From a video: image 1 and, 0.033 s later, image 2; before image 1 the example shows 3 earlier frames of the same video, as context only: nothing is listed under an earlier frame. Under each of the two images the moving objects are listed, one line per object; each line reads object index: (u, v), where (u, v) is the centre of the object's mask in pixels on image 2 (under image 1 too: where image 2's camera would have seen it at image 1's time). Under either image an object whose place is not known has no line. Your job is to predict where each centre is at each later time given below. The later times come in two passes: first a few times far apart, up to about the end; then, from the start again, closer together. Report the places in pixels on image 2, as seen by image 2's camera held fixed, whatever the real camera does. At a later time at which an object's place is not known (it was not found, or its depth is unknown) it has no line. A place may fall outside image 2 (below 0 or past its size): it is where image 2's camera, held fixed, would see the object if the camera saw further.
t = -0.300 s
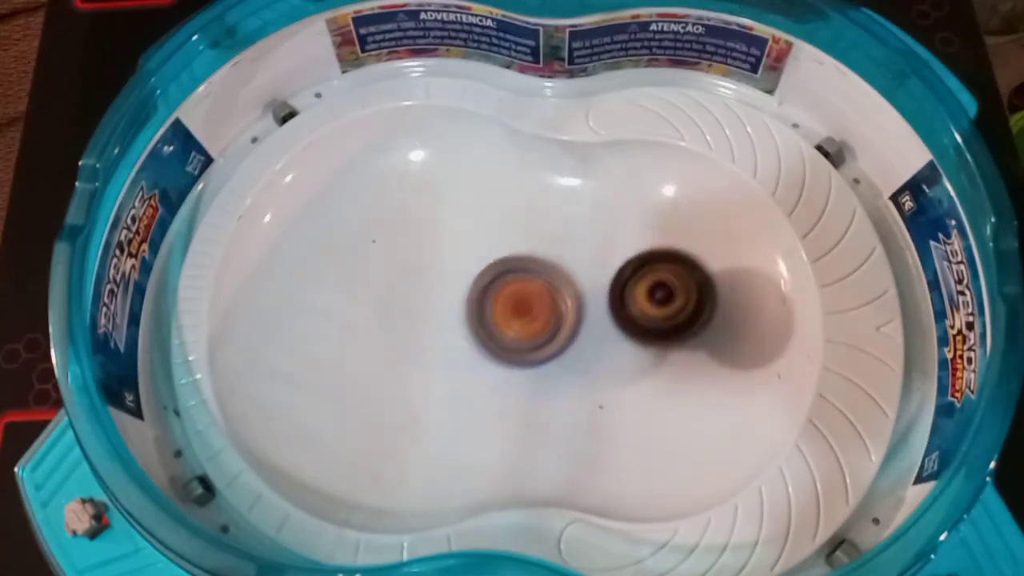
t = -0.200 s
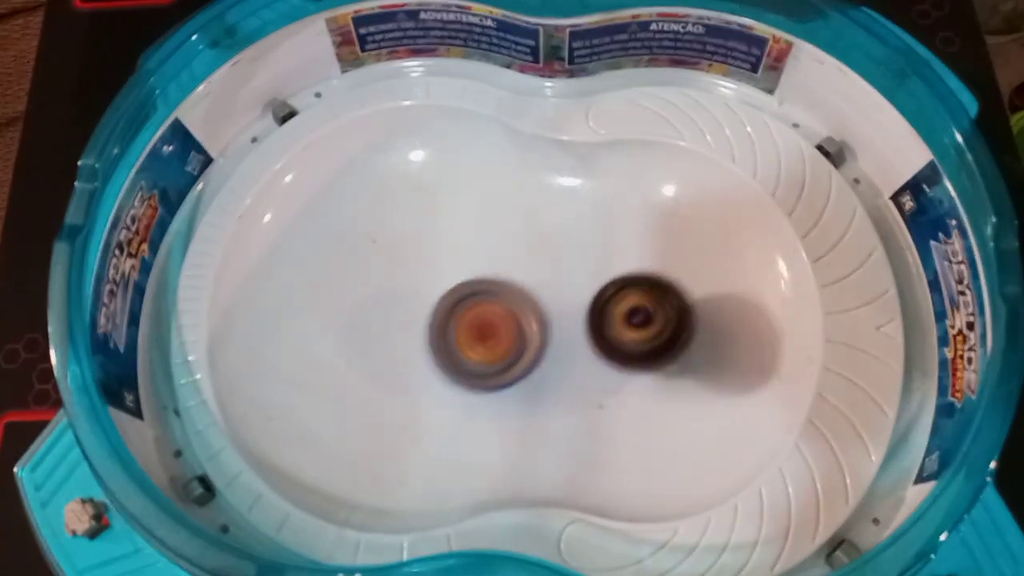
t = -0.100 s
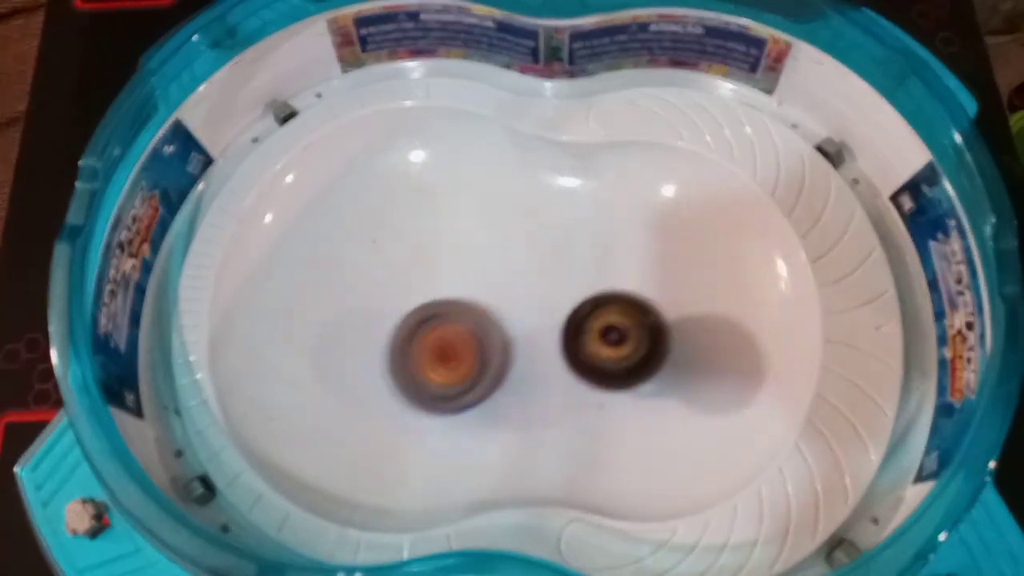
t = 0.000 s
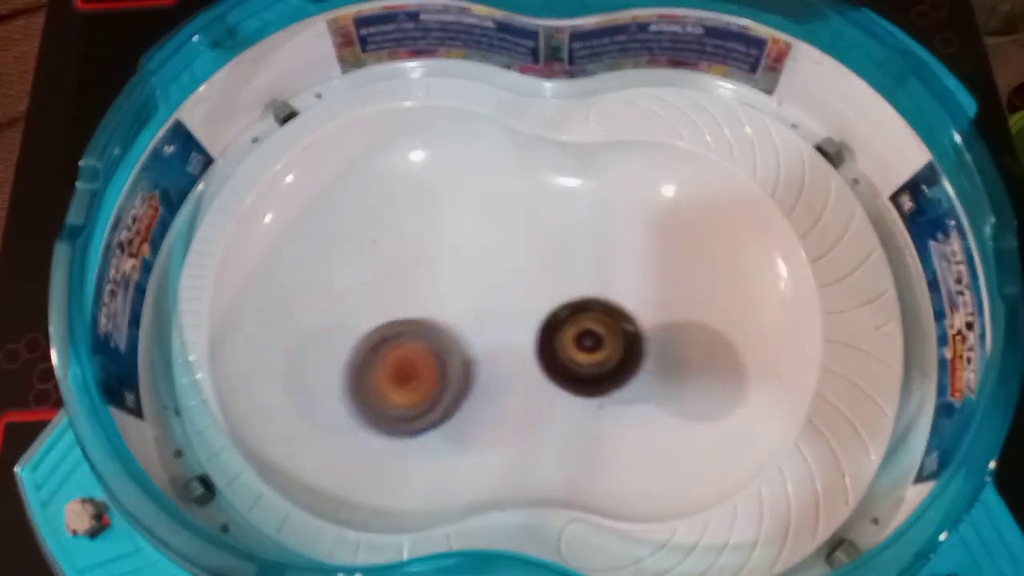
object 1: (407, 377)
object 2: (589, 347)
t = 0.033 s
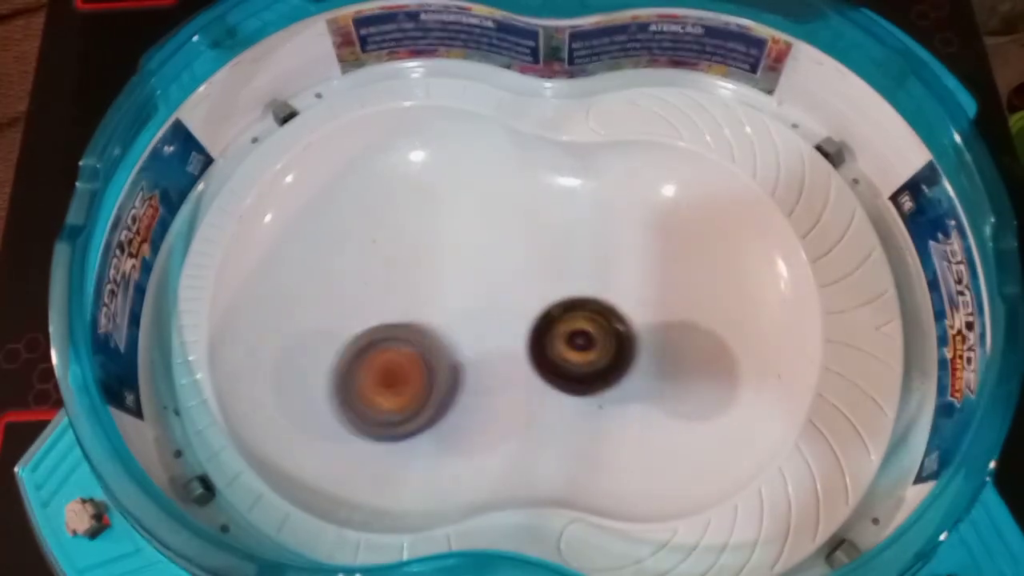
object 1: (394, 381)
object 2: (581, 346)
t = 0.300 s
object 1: (324, 337)
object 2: (500, 286)
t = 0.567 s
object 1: (388, 284)
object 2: (403, 163)
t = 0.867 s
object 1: (478, 311)
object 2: (374, 218)
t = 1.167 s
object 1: (572, 319)
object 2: (437, 315)
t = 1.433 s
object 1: (646, 290)
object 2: (433, 366)
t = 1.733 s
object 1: (690, 302)
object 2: (388, 319)
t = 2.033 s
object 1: (621, 307)
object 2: (391, 258)
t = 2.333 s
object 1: (522, 319)
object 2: (436, 247)
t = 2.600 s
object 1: (454, 367)
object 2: (401, 256)
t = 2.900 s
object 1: (373, 393)
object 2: (351, 276)
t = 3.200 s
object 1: (382, 364)
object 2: (370, 260)
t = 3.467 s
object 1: (431, 338)
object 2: (451, 231)
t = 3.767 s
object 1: (433, 338)
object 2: (487, 227)
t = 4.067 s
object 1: (381, 348)
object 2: (470, 272)
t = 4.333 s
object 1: (345, 337)
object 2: (461, 284)
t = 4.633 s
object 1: (350, 315)
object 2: (463, 276)
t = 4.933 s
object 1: (372, 295)
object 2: (500, 297)
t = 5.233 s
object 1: (415, 278)
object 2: (501, 338)
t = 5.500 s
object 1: (424, 267)
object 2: (504, 344)
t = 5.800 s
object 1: (398, 275)
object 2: (515, 317)
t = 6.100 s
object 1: (394, 304)
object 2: (529, 300)
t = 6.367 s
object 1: (417, 325)
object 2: (525, 283)
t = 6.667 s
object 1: (409, 329)
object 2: (530, 279)
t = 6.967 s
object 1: (385, 304)
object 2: (510, 302)
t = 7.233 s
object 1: (368, 282)
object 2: (481, 293)
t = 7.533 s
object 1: (378, 279)
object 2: (493, 293)
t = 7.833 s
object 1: (395, 285)
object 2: (509, 324)
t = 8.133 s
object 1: (416, 284)
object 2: (512, 337)
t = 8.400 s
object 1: (414, 290)
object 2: (526, 325)
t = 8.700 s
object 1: (409, 292)
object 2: (533, 295)
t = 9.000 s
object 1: (418, 298)
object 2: (530, 278)
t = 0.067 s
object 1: (382, 382)
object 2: (573, 343)
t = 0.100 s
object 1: (369, 382)
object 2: (565, 339)
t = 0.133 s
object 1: (357, 380)
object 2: (556, 334)
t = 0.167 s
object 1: (346, 375)
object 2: (545, 327)
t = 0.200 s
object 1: (337, 369)
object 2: (535, 318)
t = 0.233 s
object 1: (329, 360)
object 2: (524, 308)
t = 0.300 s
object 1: (324, 337)
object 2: (500, 286)
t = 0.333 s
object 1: (325, 326)
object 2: (487, 273)
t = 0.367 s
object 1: (330, 314)
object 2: (473, 260)
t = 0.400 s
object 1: (338, 304)
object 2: (458, 246)
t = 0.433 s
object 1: (347, 294)
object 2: (442, 231)
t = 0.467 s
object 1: (357, 288)
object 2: (427, 217)
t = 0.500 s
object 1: (367, 285)
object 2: (419, 201)
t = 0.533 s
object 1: (377, 285)
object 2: (412, 180)
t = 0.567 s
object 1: (388, 284)
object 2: (403, 163)
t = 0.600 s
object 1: (400, 285)
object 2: (394, 151)
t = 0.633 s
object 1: (410, 287)
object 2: (384, 143)
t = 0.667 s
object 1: (421, 290)
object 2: (370, 140)
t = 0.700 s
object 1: (432, 294)
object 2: (362, 146)
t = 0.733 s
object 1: (442, 298)
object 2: (356, 157)
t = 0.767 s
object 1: (451, 302)
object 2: (354, 172)
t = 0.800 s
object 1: (460, 306)
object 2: (356, 188)
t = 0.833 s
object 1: (469, 309)
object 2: (363, 204)
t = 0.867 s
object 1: (478, 311)
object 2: (374, 218)
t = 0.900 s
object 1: (487, 313)
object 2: (388, 233)
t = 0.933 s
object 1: (494, 313)
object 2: (400, 247)
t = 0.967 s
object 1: (507, 316)
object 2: (410, 258)
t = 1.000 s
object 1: (520, 319)
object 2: (418, 267)
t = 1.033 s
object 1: (532, 321)
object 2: (422, 276)
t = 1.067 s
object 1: (542, 322)
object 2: (427, 285)
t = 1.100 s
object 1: (553, 322)
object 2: (431, 295)
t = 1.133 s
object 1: (562, 321)
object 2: (434, 306)
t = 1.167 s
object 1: (572, 319)
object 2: (437, 315)
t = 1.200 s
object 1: (582, 317)
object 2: (439, 325)
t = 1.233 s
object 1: (591, 315)
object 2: (439, 335)
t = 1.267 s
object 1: (600, 311)
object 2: (438, 345)
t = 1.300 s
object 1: (610, 308)
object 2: (437, 353)
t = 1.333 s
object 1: (619, 303)
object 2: (437, 358)
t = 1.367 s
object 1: (628, 299)
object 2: (436, 363)
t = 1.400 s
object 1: (637, 294)
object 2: (434, 366)
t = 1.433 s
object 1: (646, 290)
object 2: (433, 366)
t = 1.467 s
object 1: (656, 285)
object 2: (430, 365)
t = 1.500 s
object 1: (665, 283)
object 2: (426, 362)
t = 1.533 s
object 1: (674, 282)
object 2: (420, 358)
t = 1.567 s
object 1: (682, 283)
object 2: (416, 353)
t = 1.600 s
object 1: (688, 285)
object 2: (409, 347)
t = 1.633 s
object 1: (692, 289)
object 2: (403, 340)
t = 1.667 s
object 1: (693, 293)
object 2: (398, 334)
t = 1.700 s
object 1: (692, 298)
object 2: (392, 327)
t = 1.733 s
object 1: (690, 302)
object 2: (388, 319)
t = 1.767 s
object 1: (686, 305)
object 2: (384, 312)
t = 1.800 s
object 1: (681, 307)
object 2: (382, 304)
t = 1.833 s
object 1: (675, 309)
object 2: (380, 296)
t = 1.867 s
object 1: (668, 311)
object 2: (380, 288)
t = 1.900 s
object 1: (660, 312)
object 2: (380, 281)
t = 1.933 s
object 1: (652, 312)
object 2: (382, 274)
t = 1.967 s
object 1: (642, 310)
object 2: (383, 268)
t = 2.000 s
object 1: (632, 308)
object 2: (386, 263)
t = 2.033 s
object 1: (621, 307)
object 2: (391, 258)
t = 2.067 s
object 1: (611, 306)
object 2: (397, 254)
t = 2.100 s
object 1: (601, 306)
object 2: (402, 251)
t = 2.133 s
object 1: (590, 306)
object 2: (409, 249)
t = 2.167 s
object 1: (579, 307)
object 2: (415, 246)
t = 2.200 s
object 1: (569, 309)
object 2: (420, 245)
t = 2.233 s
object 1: (557, 312)
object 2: (425, 245)
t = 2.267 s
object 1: (546, 314)
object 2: (430, 245)
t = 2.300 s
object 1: (534, 316)
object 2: (434, 246)
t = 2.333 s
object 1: (522, 319)
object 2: (436, 247)
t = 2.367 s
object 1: (515, 324)
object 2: (438, 245)
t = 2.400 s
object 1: (512, 332)
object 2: (431, 243)
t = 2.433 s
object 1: (505, 337)
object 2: (426, 243)
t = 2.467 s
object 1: (496, 344)
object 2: (423, 244)
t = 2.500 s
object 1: (486, 351)
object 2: (418, 246)
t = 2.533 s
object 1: (477, 356)
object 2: (412, 249)
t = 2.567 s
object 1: (466, 362)
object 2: (407, 252)
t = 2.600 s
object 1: (454, 367)
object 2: (401, 256)
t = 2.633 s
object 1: (443, 373)
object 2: (395, 260)
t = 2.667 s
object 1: (431, 378)
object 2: (390, 265)
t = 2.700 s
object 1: (420, 384)
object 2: (384, 270)
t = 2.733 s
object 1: (408, 389)
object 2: (378, 276)
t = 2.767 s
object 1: (398, 389)
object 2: (372, 281)
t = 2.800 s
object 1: (390, 390)
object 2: (368, 283)
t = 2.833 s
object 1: (385, 393)
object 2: (364, 279)
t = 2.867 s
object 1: (379, 394)
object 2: (356, 277)
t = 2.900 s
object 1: (373, 393)
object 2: (351, 276)
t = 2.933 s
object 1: (368, 392)
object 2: (347, 275)
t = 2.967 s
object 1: (366, 388)
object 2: (346, 275)
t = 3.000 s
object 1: (365, 384)
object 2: (346, 276)
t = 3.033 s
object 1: (367, 384)
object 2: (347, 271)
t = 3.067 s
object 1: (370, 383)
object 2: (350, 268)
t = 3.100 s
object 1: (371, 379)
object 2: (352, 266)
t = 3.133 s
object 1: (373, 375)
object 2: (357, 263)
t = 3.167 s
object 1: (376, 369)
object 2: (364, 261)
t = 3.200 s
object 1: (382, 364)
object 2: (370, 260)
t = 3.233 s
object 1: (389, 361)
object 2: (383, 255)
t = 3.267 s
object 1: (395, 357)
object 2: (392, 251)
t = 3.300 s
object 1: (401, 353)
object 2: (401, 247)
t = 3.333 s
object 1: (408, 349)
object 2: (411, 245)
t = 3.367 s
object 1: (414, 348)
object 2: (423, 240)
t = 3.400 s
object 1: (420, 345)
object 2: (432, 237)
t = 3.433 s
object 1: (426, 341)
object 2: (442, 234)
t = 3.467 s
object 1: (431, 338)
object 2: (451, 231)
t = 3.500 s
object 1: (435, 334)
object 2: (457, 229)
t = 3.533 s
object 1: (437, 332)
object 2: (466, 226)
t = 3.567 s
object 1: (441, 330)
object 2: (471, 225)
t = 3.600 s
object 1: (441, 329)
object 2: (475, 227)
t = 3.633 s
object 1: (441, 332)
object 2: (480, 224)
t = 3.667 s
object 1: (439, 337)
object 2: (485, 222)
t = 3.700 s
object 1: (439, 338)
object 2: (486, 222)
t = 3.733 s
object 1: (436, 338)
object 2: (487, 222)
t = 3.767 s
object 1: (433, 338)
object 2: (487, 227)
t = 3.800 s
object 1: (430, 338)
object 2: (485, 232)
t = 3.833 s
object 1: (424, 338)
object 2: (482, 239)
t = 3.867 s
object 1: (422, 339)
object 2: (480, 246)
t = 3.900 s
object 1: (416, 342)
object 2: (481, 251)
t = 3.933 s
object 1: (408, 345)
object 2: (478, 256)
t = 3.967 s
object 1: (401, 346)
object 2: (476, 261)
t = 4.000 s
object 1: (394, 347)
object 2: (474, 264)
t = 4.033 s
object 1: (386, 349)
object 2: (473, 267)
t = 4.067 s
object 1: (381, 348)
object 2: (470, 272)
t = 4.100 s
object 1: (375, 347)
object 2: (467, 274)
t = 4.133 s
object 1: (367, 346)
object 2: (464, 278)
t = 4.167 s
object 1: (365, 344)
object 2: (461, 282)
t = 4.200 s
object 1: (361, 344)
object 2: (463, 283)
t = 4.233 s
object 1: (354, 344)
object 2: (462, 284)
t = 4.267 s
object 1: (348, 341)
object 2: (461, 284)
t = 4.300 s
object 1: (345, 340)
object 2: (461, 283)
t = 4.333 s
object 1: (345, 337)
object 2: (461, 284)
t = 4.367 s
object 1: (346, 333)
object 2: (458, 285)
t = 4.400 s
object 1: (345, 330)
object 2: (456, 284)
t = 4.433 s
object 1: (348, 328)
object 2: (458, 284)
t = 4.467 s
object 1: (342, 329)
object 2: (463, 283)
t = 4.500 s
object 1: (344, 325)
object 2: (464, 280)
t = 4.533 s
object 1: (342, 323)
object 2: (466, 278)
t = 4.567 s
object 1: (344, 321)
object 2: (467, 278)
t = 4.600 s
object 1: (348, 317)
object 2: (465, 278)
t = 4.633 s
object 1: (350, 315)
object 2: (463, 276)
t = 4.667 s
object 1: (356, 311)
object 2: (463, 276)
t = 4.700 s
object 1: (358, 310)
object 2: (467, 278)
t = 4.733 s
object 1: (359, 309)
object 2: (473, 281)
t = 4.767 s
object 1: (360, 308)
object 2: (480, 282)
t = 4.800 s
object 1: (362, 306)
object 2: (483, 283)
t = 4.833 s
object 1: (363, 302)
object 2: (489, 285)
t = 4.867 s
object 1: (368, 299)
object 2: (493, 288)
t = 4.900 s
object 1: (370, 298)
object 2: (496, 293)
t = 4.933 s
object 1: (372, 295)
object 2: (500, 297)
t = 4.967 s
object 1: (374, 295)
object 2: (502, 303)
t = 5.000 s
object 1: (379, 293)
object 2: (504, 308)
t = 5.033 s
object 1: (385, 290)
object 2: (506, 313)
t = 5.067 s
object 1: (390, 288)
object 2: (506, 320)
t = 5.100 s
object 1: (395, 286)
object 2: (505, 325)
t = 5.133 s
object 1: (400, 284)
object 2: (505, 328)
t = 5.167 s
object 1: (405, 281)
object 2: (503, 332)
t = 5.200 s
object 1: (411, 279)
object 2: (502, 335)
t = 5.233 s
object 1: (415, 278)
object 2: (501, 338)
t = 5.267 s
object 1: (417, 277)
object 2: (500, 342)
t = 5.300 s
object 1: (421, 274)
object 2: (500, 345)
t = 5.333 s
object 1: (422, 273)
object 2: (501, 347)
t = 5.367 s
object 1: (424, 270)
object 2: (502, 348)
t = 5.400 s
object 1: (422, 267)
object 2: (503, 349)
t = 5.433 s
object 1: (421, 266)
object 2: (504, 348)
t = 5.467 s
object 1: (422, 267)
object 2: (504, 347)
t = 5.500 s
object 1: (424, 267)
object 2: (504, 344)
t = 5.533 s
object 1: (423, 266)
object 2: (503, 341)
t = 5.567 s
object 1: (420, 267)
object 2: (502, 336)
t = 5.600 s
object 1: (417, 267)
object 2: (503, 332)
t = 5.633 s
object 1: (414, 267)
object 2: (504, 331)
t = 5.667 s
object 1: (408, 269)
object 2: (507, 327)
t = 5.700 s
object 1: (408, 270)
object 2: (511, 325)
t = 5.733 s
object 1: (405, 271)
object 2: (513, 324)
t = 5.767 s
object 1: (400, 272)
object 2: (513, 321)
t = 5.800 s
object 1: (398, 275)
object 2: (515, 317)
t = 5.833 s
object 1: (395, 277)
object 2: (518, 316)
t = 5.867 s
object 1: (393, 280)
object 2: (518, 316)
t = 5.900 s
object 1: (392, 282)
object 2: (518, 311)
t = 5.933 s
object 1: (390, 286)
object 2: (522, 308)
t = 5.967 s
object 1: (390, 289)
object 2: (524, 309)
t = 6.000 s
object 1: (390, 293)
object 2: (523, 306)
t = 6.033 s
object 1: (391, 297)
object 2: (525, 300)
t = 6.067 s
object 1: (392, 301)
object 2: (529, 299)
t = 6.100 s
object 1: (394, 304)
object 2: (529, 300)
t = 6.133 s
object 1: (395, 307)
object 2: (527, 295)
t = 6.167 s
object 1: (398, 310)
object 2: (530, 291)
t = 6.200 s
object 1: (401, 313)
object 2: (532, 292)
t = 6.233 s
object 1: (404, 315)
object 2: (529, 291)
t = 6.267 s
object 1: (408, 318)
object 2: (528, 285)
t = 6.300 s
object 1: (411, 320)
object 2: (530, 283)
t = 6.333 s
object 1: (414, 323)
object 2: (530, 285)
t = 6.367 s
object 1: (417, 325)
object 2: (525, 283)
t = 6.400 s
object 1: (420, 326)
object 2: (523, 279)
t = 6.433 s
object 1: (422, 326)
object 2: (523, 278)
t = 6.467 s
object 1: (420, 328)
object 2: (525, 279)
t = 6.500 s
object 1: (415, 330)
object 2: (526, 280)
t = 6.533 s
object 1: (415, 332)
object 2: (525, 276)
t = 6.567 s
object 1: (415, 329)
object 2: (530, 272)
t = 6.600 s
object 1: (412, 329)
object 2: (533, 275)
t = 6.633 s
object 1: (410, 329)
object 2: (532, 279)
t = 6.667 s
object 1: (409, 329)
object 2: (530, 279)
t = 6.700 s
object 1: (407, 326)
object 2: (532, 279)
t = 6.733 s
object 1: (405, 326)
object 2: (532, 283)
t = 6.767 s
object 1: (403, 324)
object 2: (530, 285)
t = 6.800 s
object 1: (400, 322)
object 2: (528, 288)
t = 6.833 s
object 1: (396, 319)
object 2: (527, 292)
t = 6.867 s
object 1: (394, 316)
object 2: (522, 295)
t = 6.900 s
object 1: (390, 312)
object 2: (518, 298)
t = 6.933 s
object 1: (389, 308)
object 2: (514, 300)
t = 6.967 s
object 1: (385, 304)
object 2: (510, 302)
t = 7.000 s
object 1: (383, 301)
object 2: (505, 303)
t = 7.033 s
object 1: (382, 298)
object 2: (500, 303)
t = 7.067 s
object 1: (380, 293)
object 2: (494, 301)
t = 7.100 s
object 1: (377, 290)
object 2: (490, 299)
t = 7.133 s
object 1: (375, 290)
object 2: (487, 299)
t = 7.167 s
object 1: (374, 287)
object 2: (483, 298)
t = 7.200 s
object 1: (371, 283)
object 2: (482, 297)
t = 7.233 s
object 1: (368, 282)
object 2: (481, 293)
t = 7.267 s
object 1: (369, 283)
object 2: (483, 288)
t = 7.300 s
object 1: (373, 280)
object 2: (487, 289)
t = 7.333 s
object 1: (375, 277)
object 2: (487, 290)
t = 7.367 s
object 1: (373, 277)
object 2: (484, 290)
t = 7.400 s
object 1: (374, 279)
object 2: (485, 287)
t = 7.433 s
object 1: (376, 279)
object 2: (490, 288)
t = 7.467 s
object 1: (376, 280)
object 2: (491, 293)
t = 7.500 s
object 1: (379, 278)
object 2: (487, 294)
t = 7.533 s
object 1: (378, 279)
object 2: (493, 293)
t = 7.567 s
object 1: (379, 281)
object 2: (497, 297)
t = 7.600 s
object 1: (383, 282)
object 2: (496, 299)
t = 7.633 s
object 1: (386, 279)
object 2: (496, 301)
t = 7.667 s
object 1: (385, 279)
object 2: (498, 302)
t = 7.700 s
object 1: (388, 280)
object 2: (500, 306)
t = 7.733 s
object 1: (393, 282)
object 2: (500, 308)
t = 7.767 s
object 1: (393, 281)
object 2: (507, 314)
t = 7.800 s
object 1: (391, 282)
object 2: (509, 320)
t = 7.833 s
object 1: (395, 285)
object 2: (509, 324)
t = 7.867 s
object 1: (398, 282)
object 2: (511, 325)
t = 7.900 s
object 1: (399, 281)
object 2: (514, 330)
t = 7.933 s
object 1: (401, 284)
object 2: (513, 332)
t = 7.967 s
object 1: (406, 286)
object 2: (513, 335)
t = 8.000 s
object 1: (409, 282)
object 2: (512, 334)
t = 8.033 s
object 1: (408, 282)
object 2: (512, 335)
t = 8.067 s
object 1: (408, 284)
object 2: (511, 335)
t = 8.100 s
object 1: (412, 286)
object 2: (510, 333)
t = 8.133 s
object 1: (416, 284)
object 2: (512, 337)
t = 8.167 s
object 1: (415, 283)
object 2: (513, 340)
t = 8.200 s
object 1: (413, 287)
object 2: (513, 336)
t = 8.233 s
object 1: (414, 288)
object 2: (518, 332)
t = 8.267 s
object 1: (415, 288)
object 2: (522, 334)
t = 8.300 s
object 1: (417, 286)
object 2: (523, 335)
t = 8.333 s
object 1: (414, 287)
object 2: (522, 334)
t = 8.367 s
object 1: (413, 290)
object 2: (522, 328)
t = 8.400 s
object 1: (414, 290)
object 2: (526, 325)
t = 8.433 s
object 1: (412, 288)
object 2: (529, 324)
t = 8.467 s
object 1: (409, 288)
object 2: (529, 323)
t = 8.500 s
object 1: (408, 291)
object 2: (527, 319)
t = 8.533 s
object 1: (411, 291)
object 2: (528, 312)
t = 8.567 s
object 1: (411, 290)
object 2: (531, 309)
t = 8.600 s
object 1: (408, 290)
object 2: (533, 308)
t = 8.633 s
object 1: (406, 292)
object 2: (532, 306)
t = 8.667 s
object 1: (408, 295)
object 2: (531, 300)
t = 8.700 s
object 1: (409, 292)
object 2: (533, 295)
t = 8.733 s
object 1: (409, 291)
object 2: (536, 294)
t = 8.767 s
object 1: (408, 294)
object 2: (536, 294)
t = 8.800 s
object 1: (409, 297)
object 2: (533, 291)
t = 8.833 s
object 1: (412, 297)
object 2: (533, 285)
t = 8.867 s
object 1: (412, 295)
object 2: (535, 281)
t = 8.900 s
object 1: (411, 296)
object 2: (538, 281)
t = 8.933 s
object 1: (413, 299)
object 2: (537, 284)
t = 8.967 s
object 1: (417, 301)
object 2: (531, 282)
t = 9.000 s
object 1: (418, 298)
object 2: (530, 278)
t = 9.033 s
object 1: (416, 297)
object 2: (531, 276)
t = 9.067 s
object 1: (415, 299)
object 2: (531, 276)
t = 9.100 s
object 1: (416, 301)
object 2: (528, 280)
